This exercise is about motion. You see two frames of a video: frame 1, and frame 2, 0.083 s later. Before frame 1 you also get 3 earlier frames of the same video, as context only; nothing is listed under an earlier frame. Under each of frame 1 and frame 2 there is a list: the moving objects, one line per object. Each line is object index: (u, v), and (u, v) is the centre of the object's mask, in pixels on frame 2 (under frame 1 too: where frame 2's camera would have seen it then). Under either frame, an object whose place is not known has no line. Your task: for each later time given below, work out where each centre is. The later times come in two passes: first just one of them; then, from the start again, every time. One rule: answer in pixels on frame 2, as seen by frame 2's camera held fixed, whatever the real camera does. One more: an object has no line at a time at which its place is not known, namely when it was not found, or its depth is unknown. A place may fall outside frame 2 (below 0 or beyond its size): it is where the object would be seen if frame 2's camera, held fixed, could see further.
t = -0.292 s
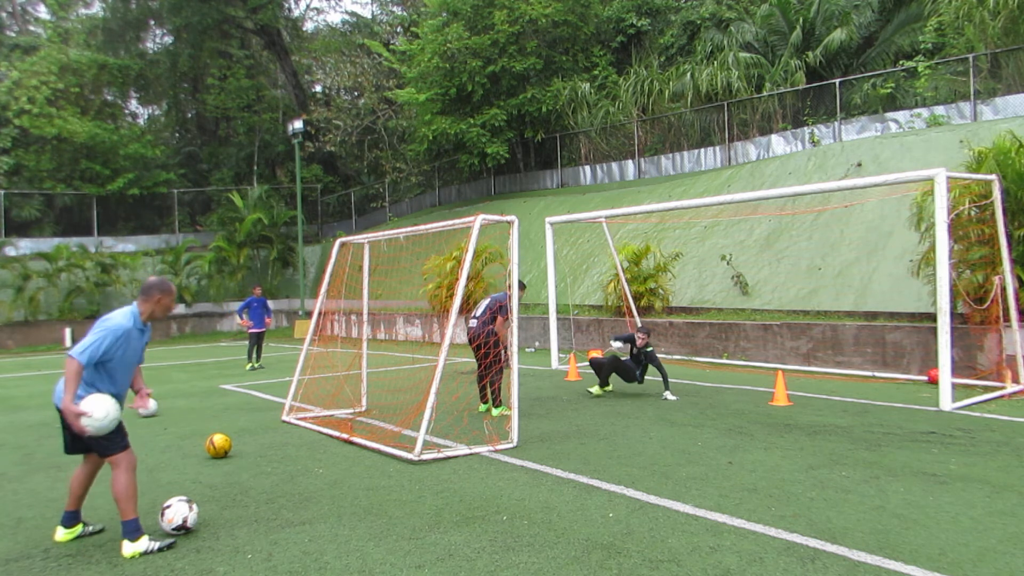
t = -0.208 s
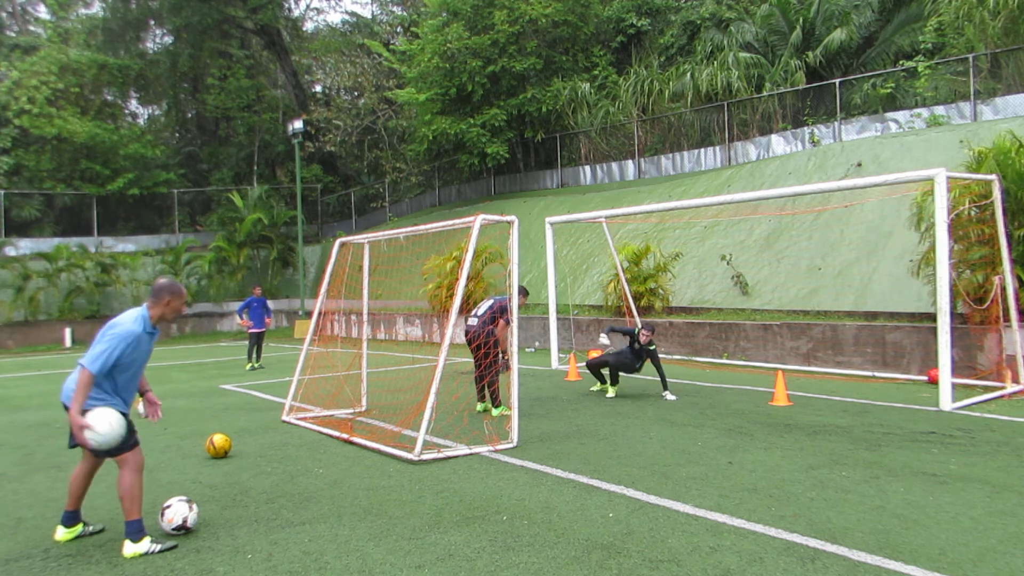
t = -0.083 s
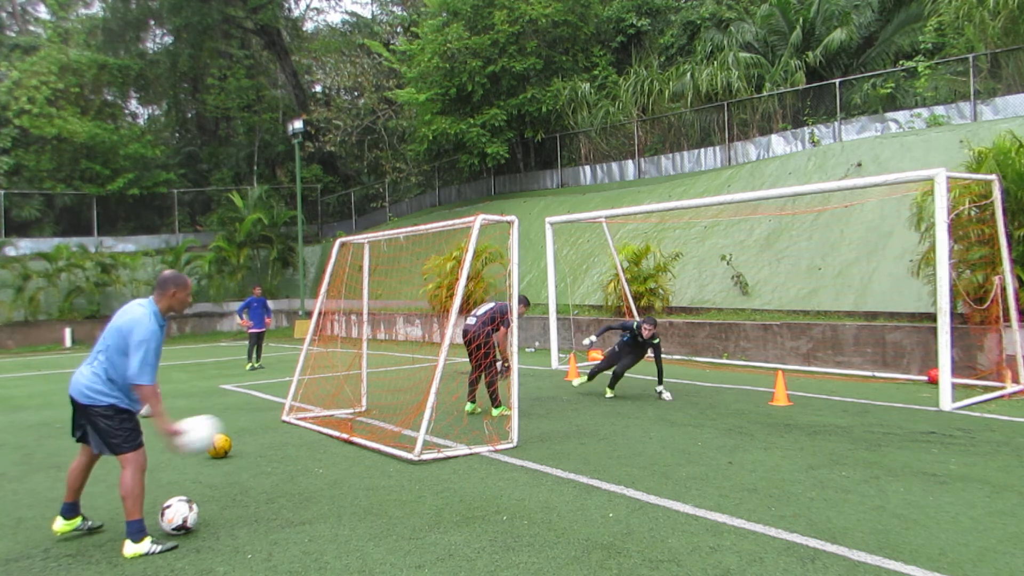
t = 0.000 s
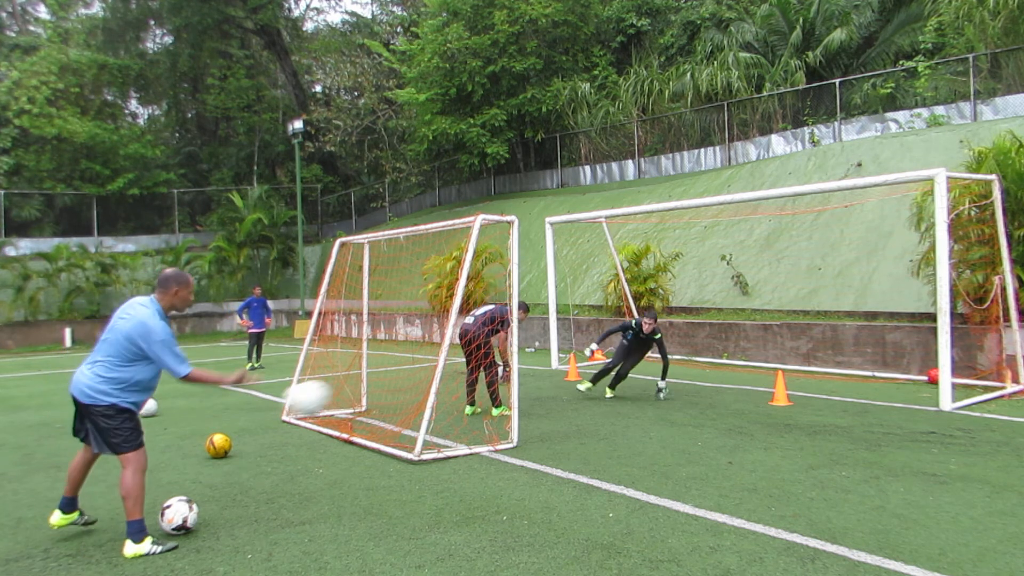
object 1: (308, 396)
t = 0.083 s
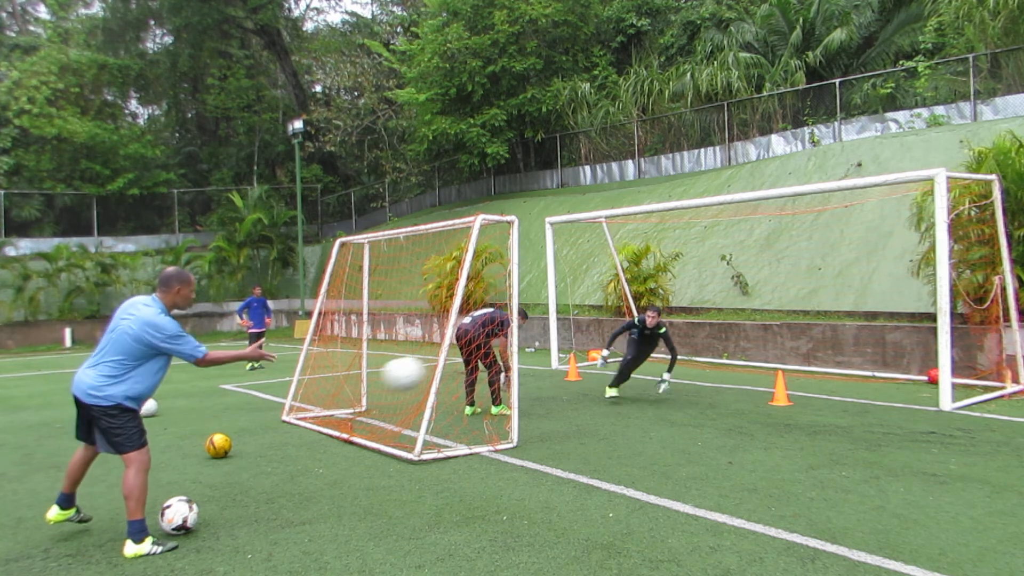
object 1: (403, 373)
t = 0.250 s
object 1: (559, 357)
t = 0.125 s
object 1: (447, 364)
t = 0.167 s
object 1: (487, 361)
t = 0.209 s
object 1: (524, 358)
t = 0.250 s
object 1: (559, 357)
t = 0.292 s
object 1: (592, 359)
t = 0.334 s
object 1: (624, 363)
